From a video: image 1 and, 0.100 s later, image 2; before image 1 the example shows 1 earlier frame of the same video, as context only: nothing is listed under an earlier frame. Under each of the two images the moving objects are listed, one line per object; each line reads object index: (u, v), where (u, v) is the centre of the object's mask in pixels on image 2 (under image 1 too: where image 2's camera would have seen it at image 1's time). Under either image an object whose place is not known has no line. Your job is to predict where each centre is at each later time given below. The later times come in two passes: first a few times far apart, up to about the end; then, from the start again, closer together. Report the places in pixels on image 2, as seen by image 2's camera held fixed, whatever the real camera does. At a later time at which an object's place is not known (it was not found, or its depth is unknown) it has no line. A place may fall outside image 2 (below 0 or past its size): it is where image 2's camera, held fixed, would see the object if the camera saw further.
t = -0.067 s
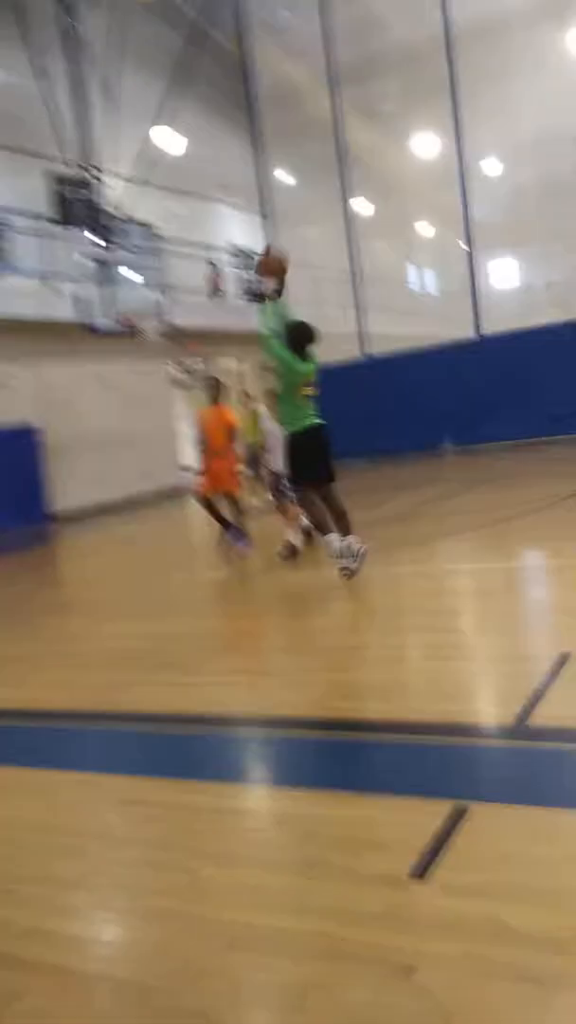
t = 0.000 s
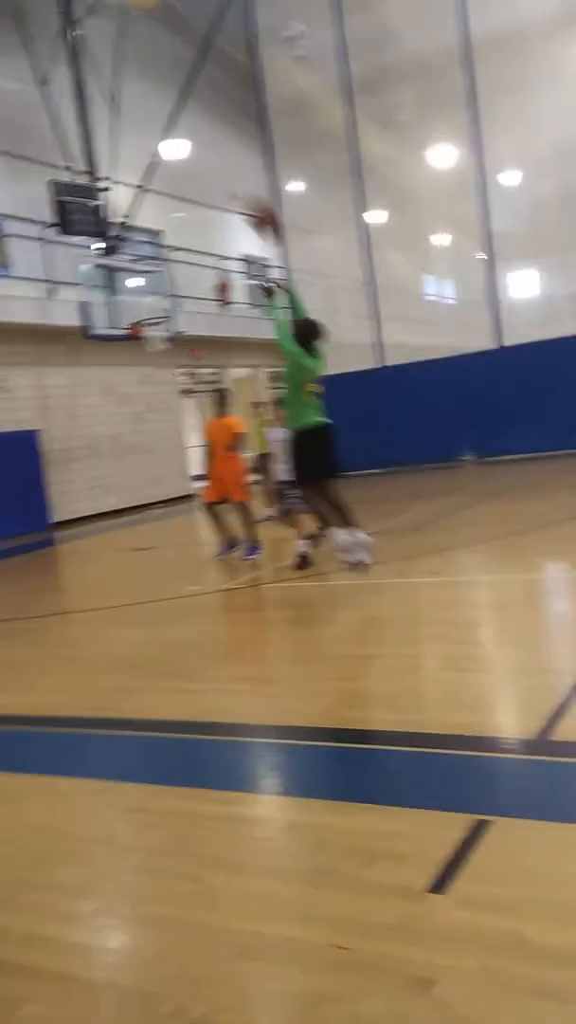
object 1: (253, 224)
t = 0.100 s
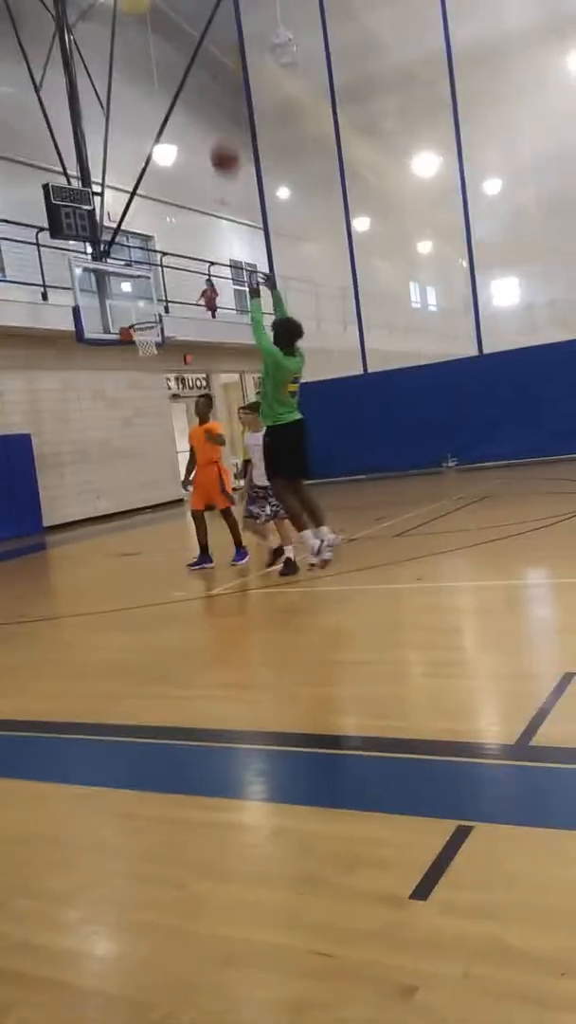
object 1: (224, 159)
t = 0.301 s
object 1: (189, 85)
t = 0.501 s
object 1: (164, 66)
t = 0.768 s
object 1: (147, 99)
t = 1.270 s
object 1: (144, 283)
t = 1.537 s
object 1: (157, 300)
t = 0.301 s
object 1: (189, 85)
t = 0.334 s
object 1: (183, 79)
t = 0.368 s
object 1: (179, 74)
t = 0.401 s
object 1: (175, 70)
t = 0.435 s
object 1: (172, 67)
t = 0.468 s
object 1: (168, 66)
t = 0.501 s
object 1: (164, 66)
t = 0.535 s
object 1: (161, 66)
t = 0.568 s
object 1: (159, 68)
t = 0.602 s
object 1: (156, 70)
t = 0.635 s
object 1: (154, 74)
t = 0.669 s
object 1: (151, 80)
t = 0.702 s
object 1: (150, 85)
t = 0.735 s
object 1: (149, 91)
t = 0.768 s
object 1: (147, 99)
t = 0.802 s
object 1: (146, 107)
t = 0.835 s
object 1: (144, 116)
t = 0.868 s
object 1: (144, 125)
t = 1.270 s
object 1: (144, 283)
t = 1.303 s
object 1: (146, 298)
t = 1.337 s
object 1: (146, 312)
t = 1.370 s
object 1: (148, 315)
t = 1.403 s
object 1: (149, 311)
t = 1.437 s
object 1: (151, 307)
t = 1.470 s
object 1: (153, 304)
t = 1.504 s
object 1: (154, 302)
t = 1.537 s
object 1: (157, 300)
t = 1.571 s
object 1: (158, 300)
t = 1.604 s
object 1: (161, 300)
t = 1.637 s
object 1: (163, 300)
